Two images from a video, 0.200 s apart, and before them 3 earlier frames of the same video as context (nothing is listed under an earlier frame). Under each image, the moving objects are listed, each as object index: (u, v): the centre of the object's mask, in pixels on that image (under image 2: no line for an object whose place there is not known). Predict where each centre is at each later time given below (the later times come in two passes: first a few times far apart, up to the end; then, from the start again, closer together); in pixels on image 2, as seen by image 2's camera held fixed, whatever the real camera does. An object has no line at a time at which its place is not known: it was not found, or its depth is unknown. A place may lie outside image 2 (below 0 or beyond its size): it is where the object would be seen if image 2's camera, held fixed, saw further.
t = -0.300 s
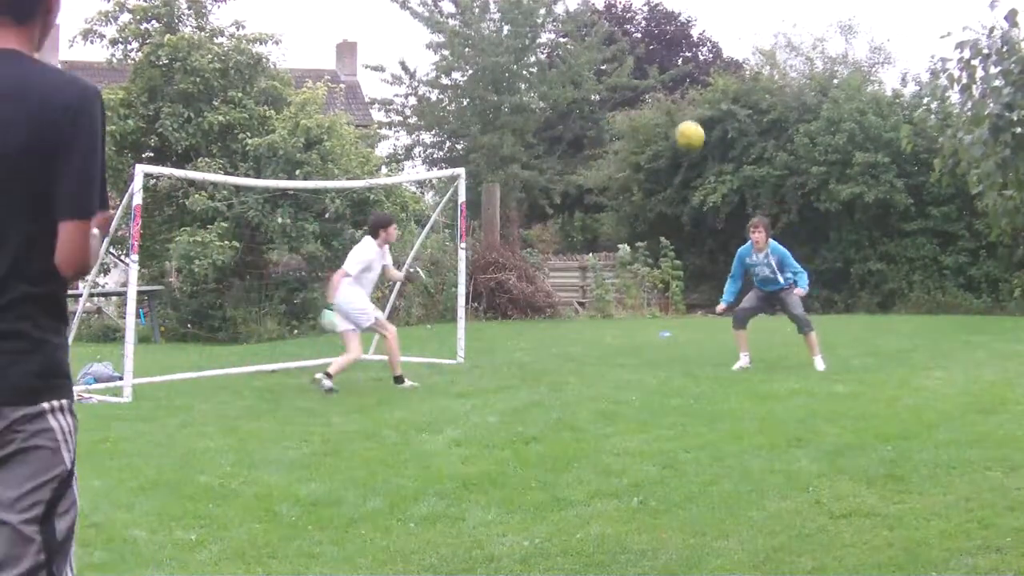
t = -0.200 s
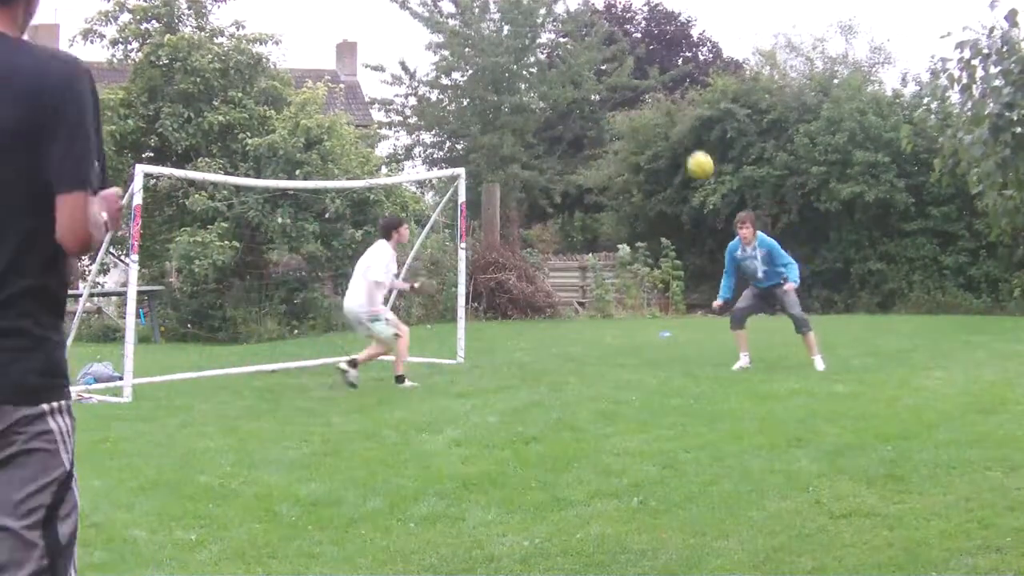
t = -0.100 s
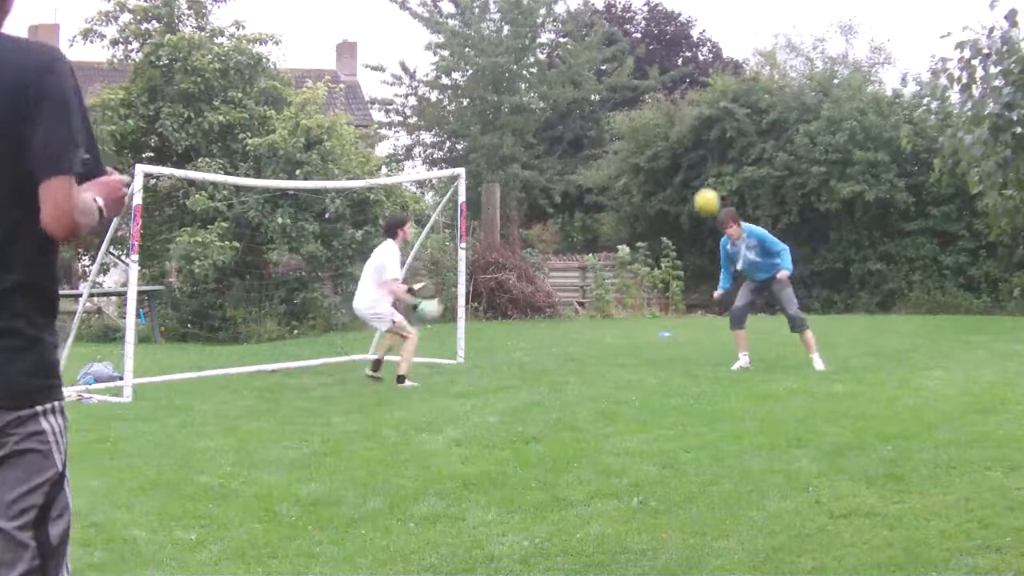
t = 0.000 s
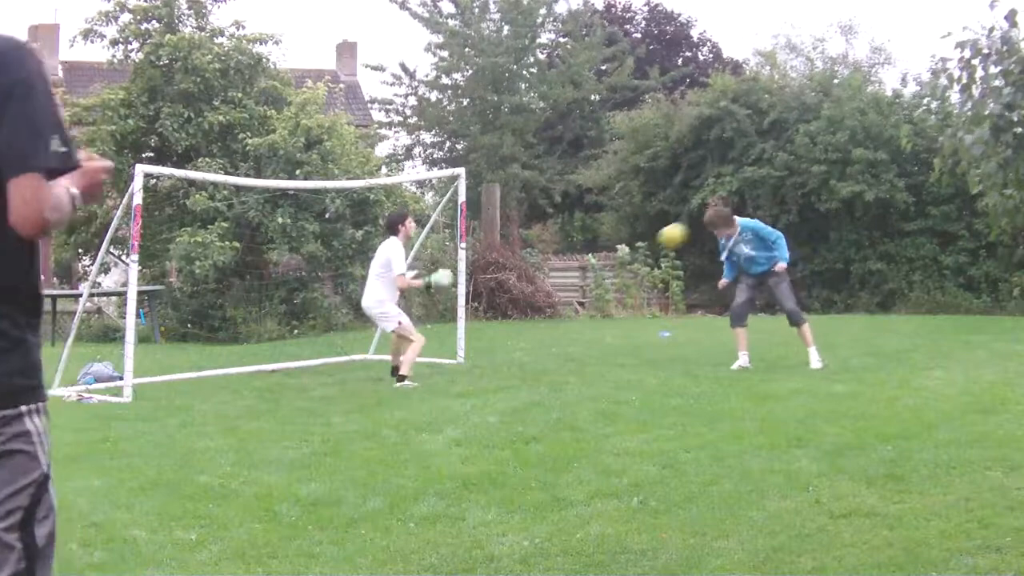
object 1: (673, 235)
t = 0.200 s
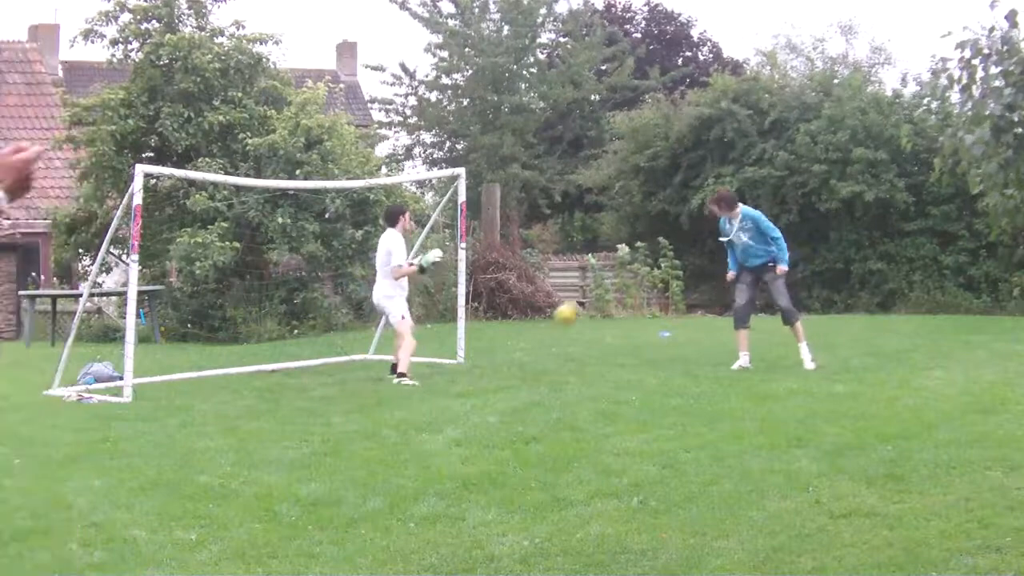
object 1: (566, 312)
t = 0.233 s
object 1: (551, 329)
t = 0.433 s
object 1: (482, 317)
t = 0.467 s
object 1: (474, 312)
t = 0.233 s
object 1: (551, 329)
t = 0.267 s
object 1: (536, 345)
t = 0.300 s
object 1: (522, 347)
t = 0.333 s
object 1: (512, 339)
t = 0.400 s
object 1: (492, 323)
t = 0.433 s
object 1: (482, 317)
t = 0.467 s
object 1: (474, 312)
